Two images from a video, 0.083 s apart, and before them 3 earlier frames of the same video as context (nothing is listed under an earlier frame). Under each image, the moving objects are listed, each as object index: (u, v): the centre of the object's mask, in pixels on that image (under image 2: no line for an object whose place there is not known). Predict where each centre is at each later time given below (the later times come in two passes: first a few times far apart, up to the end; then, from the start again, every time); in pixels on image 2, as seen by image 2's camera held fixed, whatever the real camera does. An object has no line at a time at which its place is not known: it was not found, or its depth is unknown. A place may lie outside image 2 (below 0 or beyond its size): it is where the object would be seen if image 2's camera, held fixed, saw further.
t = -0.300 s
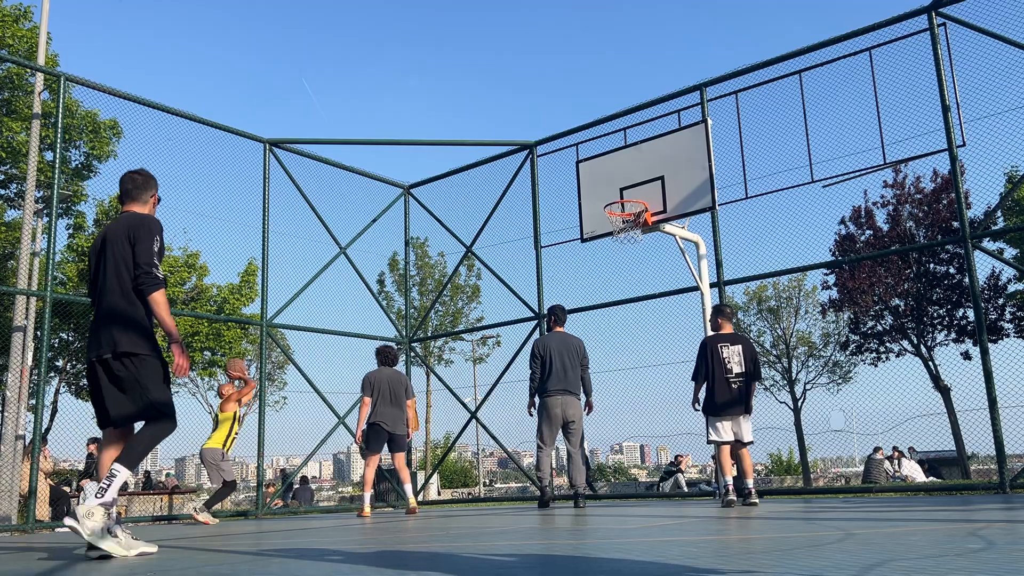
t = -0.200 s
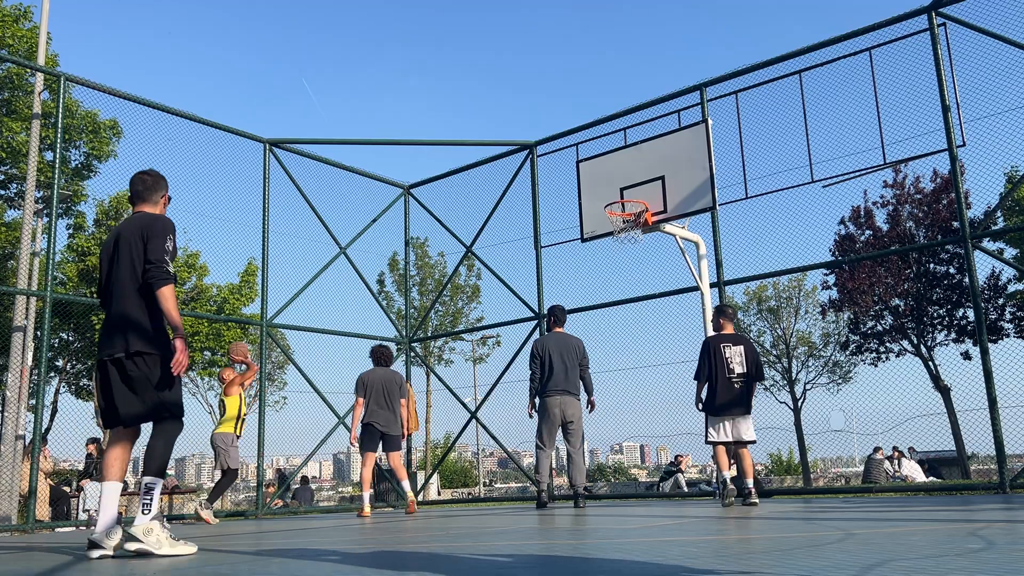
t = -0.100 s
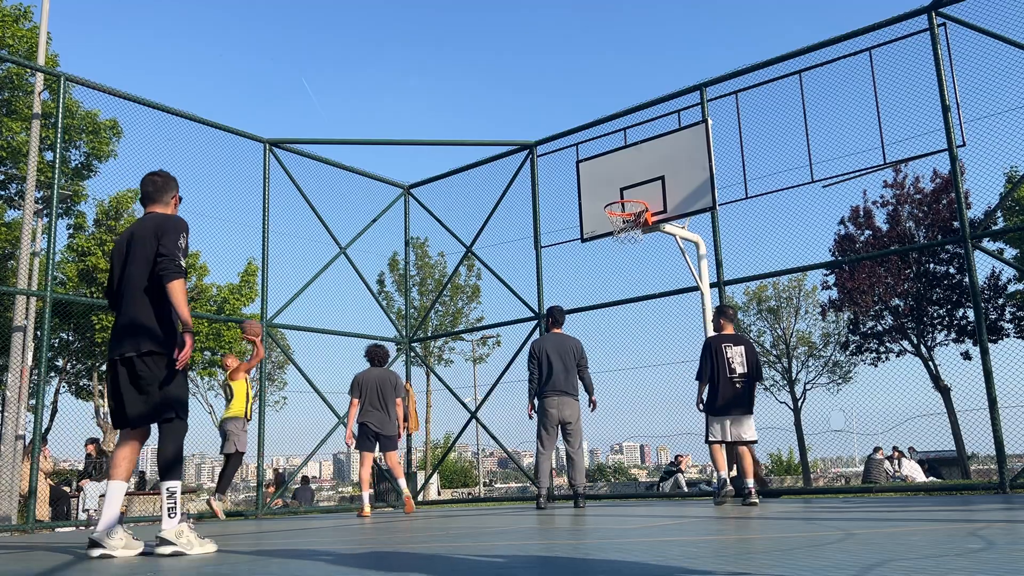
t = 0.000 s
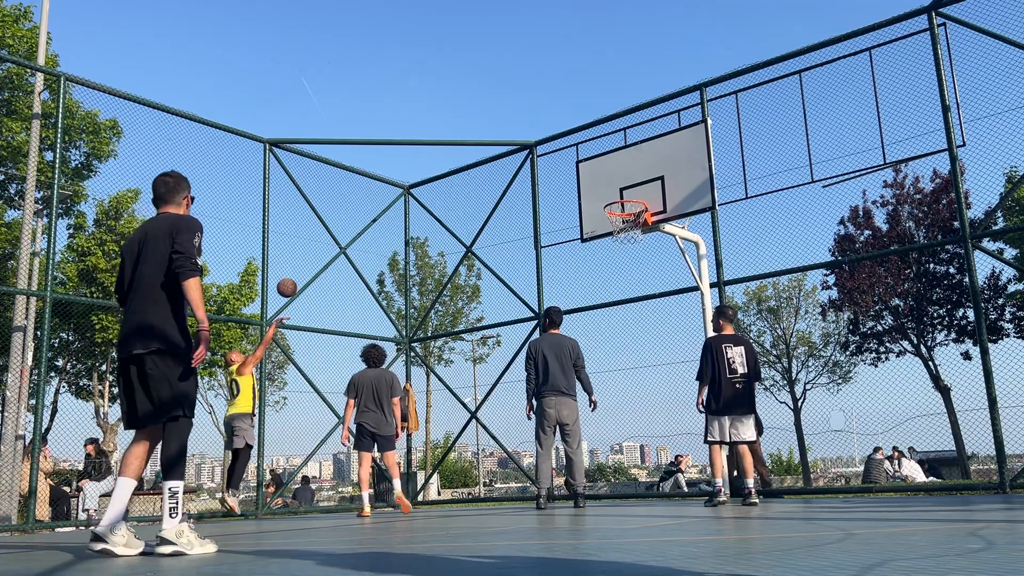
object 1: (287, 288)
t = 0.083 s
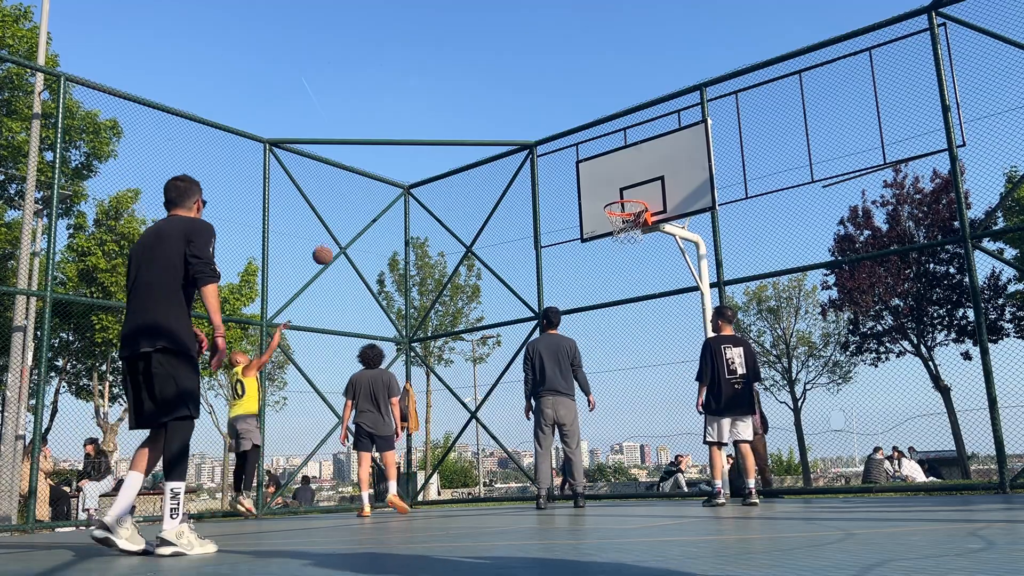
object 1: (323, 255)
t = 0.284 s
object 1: (407, 199)
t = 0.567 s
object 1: (524, 170)
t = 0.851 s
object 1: (611, 192)
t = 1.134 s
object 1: (637, 247)
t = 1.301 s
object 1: (648, 302)
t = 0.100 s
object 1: (330, 249)
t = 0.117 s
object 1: (337, 244)
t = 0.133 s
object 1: (344, 238)
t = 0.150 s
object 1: (350, 232)
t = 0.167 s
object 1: (358, 228)
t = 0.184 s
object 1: (365, 223)
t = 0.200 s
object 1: (372, 219)
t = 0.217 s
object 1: (379, 214)
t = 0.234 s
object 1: (386, 210)
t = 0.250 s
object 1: (393, 206)
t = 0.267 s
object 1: (400, 203)
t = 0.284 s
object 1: (407, 199)
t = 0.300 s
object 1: (413, 195)
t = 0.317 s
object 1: (420, 192)
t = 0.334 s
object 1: (427, 189)
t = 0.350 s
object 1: (434, 186)
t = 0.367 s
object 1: (441, 184)
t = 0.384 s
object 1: (448, 182)
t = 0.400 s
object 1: (455, 179)
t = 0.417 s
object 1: (462, 178)
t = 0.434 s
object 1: (468, 176)
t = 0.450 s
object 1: (475, 174)
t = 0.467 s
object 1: (482, 173)
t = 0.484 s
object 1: (489, 172)
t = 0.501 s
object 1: (496, 171)
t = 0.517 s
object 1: (503, 171)
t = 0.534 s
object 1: (510, 170)
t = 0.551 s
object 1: (516, 170)
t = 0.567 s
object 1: (524, 170)
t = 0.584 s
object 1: (530, 170)
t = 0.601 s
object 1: (538, 170)
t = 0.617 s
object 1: (545, 171)
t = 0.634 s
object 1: (552, 171)
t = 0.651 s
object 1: (559, 172)
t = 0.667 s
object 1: (566, 173)
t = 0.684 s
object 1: (574, 175)
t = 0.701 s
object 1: (581, 176)
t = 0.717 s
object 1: (588, 178)
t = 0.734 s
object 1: (595, 180)
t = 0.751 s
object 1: (598, 181)
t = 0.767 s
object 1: (600, 183)
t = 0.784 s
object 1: (603, 184)
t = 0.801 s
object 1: (605, 186)
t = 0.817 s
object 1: (607, 188)
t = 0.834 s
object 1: (609, 190)
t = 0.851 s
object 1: (611, 192)
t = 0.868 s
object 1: (613, 194)
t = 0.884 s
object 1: (615, 198)
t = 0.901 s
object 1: (616, 201)
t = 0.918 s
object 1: (618, 205)
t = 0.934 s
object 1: (623, 211)
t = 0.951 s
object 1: (625, 213)
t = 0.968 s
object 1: (626, 217)
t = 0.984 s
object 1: (627, 221)
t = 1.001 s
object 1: (628, 222)
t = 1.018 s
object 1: (631, 227)
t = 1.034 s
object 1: (631, 228)
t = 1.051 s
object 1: (632, 230)
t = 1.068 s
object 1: (633, 233)
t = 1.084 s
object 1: (634, 236)
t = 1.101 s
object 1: (635, 239)
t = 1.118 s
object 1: (635, 243)
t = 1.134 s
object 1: (637, 247)
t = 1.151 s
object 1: (637, 251)
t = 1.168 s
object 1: (638, 256)
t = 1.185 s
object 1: (640, 261)
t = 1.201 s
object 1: (641, 266)
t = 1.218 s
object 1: (642, 271)
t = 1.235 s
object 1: (643, 276)
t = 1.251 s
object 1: (644, 283)
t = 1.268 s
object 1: (645, 289)
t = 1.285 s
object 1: (646, 295)
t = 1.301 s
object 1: (648, 302)
